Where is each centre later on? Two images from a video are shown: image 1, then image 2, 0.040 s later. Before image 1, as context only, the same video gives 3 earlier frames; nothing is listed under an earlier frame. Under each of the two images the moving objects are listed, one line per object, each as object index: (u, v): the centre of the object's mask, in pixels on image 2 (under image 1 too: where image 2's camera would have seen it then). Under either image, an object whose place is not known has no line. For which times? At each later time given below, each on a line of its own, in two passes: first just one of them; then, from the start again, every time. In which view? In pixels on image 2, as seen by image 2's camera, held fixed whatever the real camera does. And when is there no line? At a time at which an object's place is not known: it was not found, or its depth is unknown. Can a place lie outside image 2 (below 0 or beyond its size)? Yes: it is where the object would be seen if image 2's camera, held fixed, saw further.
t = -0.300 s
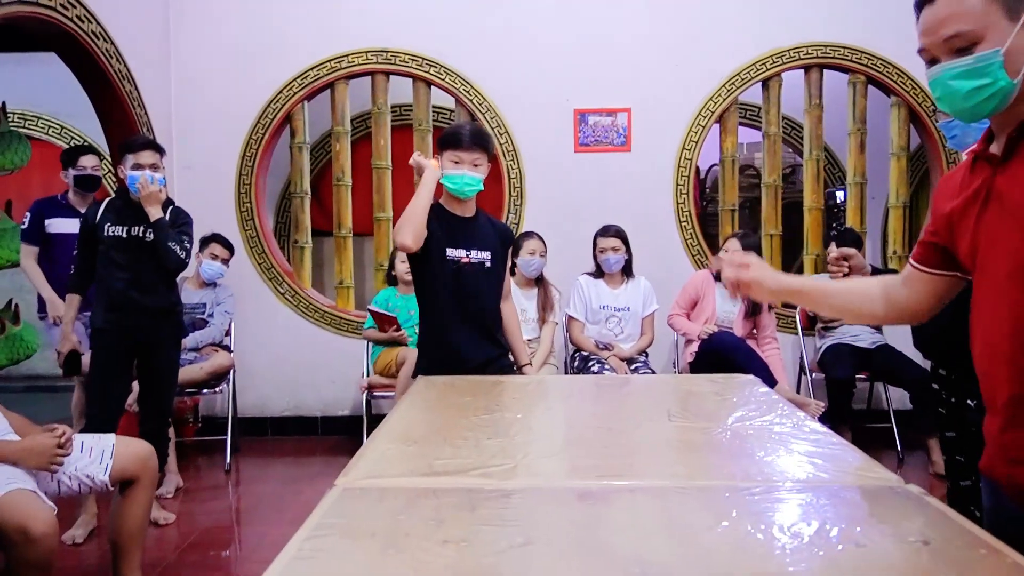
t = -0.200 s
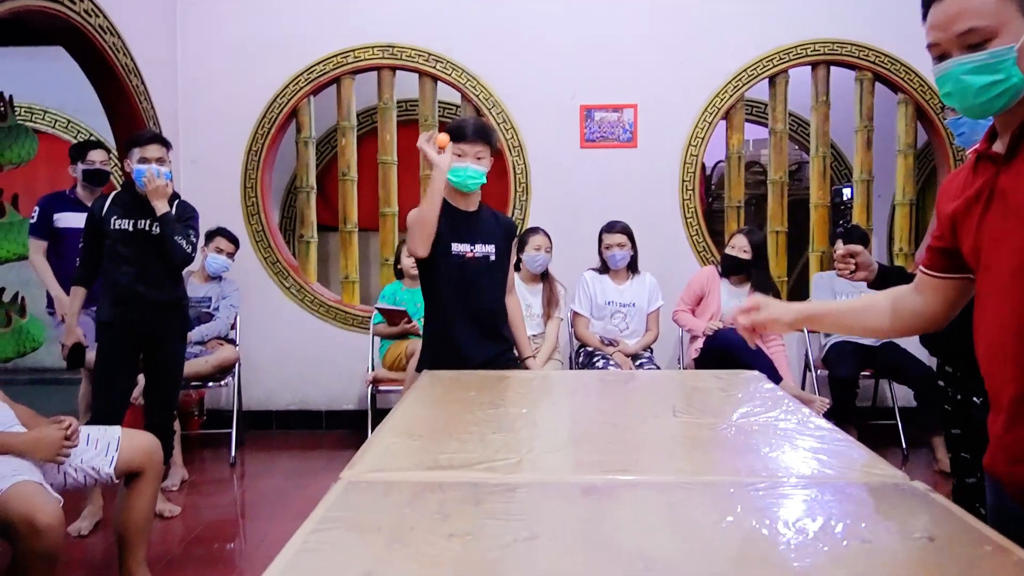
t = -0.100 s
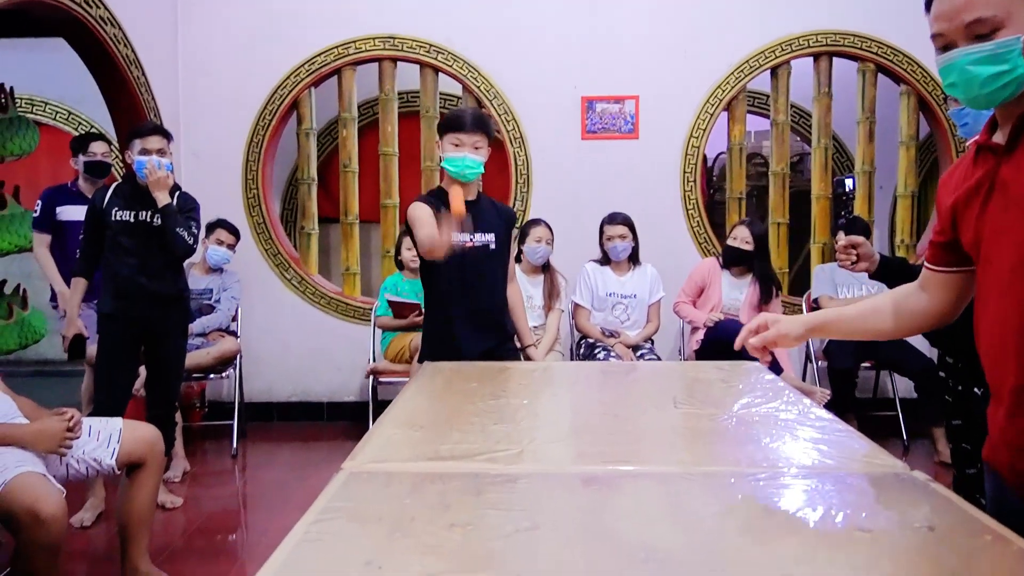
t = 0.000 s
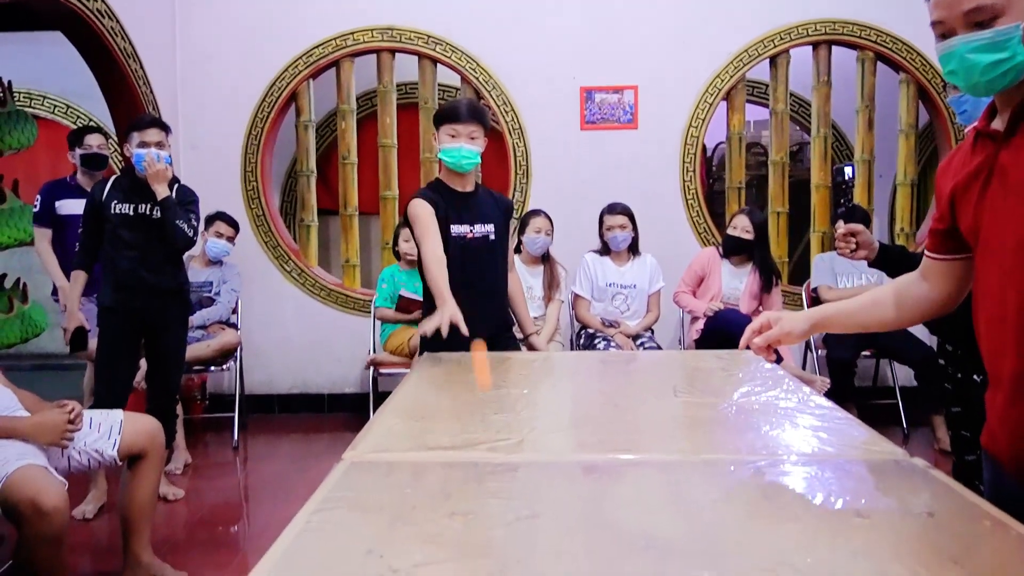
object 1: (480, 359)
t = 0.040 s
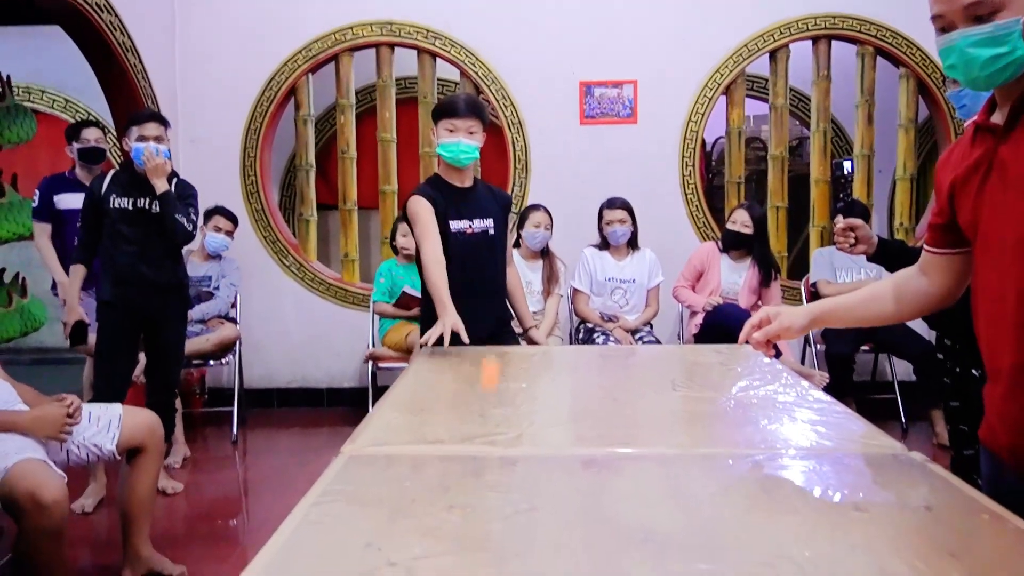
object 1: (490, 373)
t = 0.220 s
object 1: (524, 230)
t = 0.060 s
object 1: (493, 352)
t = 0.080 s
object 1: (496, 331)
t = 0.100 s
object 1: (500, 315)
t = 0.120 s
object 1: (503, 297)
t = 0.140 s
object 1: (507, 281)
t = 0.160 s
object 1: (510, 265)
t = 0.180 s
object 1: (515, 248)
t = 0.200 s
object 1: (521, 238)
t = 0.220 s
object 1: (524, 230)
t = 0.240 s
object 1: (530, 221)
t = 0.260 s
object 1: (535, 216)
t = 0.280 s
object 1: (539, 213)
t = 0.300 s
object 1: (544, 212)
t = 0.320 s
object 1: (550, 213)
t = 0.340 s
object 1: (555, 218)
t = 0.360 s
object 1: (560, 224)
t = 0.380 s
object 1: (566, 234)
